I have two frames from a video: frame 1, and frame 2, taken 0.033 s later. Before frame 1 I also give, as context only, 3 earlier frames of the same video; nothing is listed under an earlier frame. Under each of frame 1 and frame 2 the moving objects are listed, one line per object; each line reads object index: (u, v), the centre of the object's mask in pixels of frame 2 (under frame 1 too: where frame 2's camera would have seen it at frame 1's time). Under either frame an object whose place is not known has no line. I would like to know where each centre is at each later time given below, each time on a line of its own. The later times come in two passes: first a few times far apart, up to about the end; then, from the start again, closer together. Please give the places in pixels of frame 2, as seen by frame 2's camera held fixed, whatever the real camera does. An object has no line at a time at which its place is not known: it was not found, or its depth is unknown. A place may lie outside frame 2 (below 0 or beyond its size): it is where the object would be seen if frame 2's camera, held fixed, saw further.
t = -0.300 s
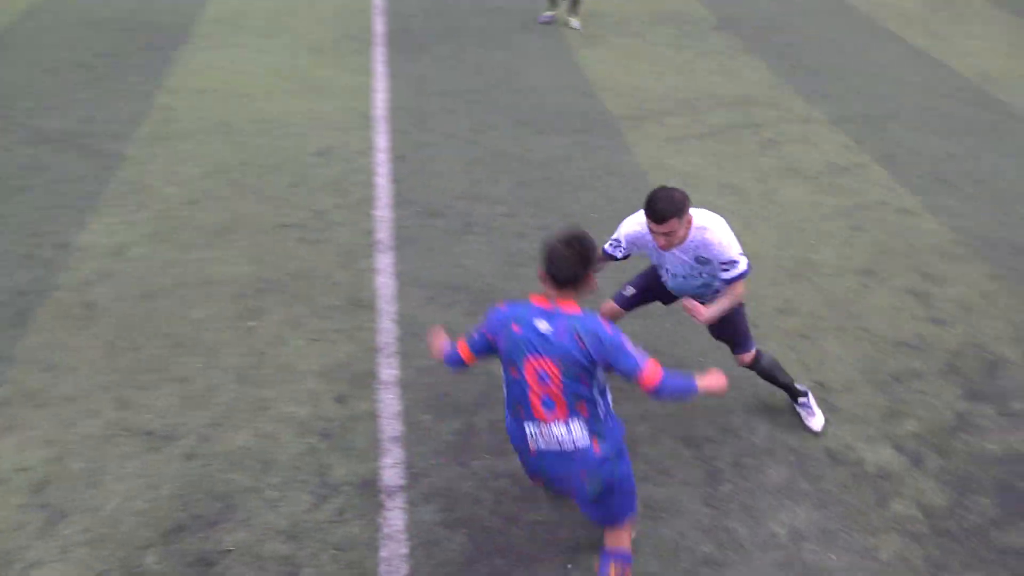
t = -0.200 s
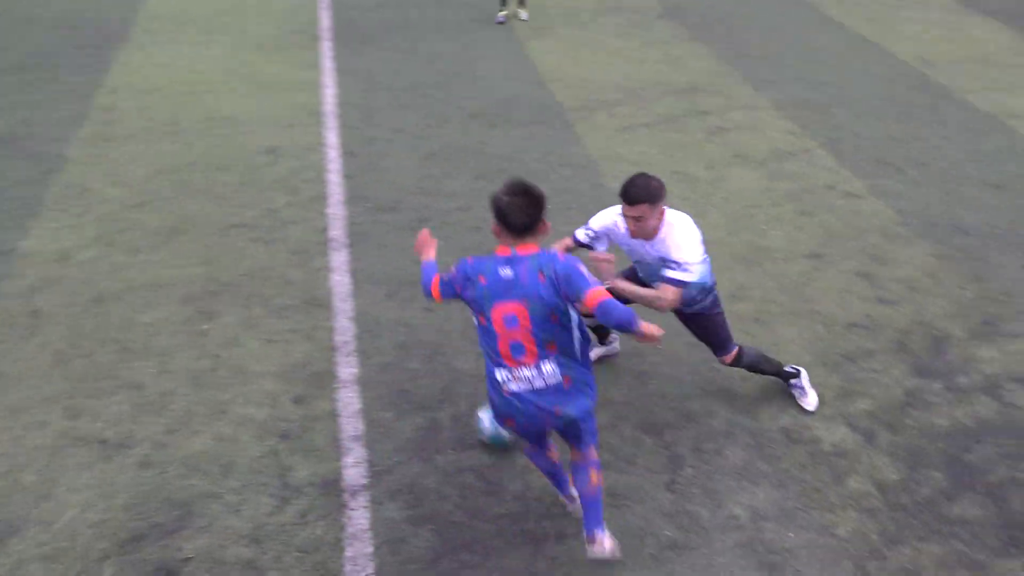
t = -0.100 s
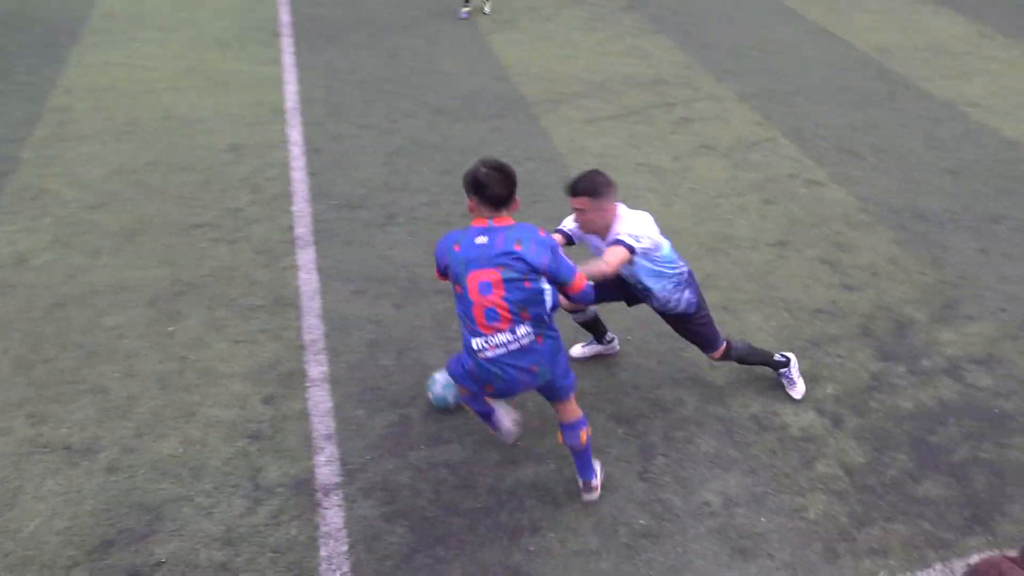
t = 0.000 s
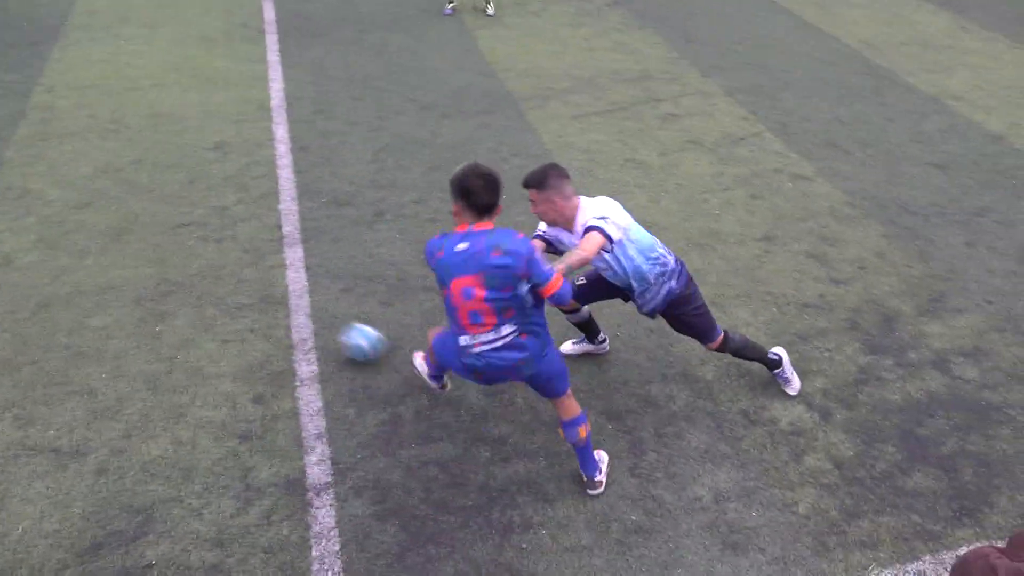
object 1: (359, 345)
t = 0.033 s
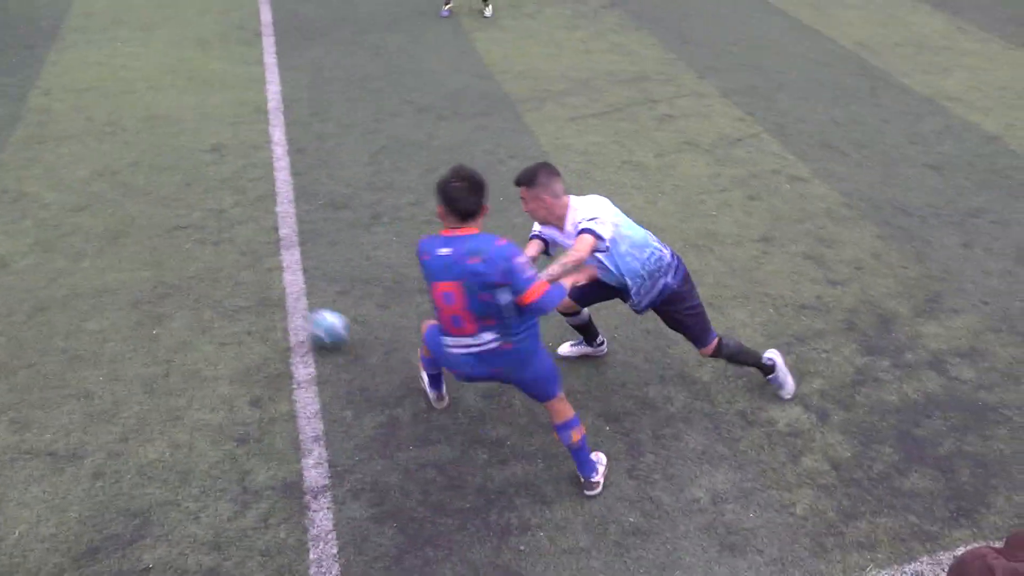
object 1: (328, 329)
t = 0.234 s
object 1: (178, 256)
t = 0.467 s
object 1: (62, 196)
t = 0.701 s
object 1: (-26, 149)
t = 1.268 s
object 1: (-189, 64)
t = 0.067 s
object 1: (298, 314)
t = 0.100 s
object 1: (270, 302)
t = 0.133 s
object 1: (245, 289)
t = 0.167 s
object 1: (221, 278)
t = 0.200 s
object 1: (199, 266)
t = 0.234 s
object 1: (178, 256)
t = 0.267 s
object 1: (159, 247)
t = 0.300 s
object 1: (141, 236)
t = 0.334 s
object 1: (123, 228)
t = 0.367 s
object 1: (107, 220)
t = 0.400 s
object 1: (92, 211)
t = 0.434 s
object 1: (77, 205)
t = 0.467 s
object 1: (62, 196)
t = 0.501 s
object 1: (48, 188)
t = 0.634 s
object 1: (-3, 161)
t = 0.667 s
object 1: (-15, 155)
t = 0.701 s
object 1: (-26, 149)
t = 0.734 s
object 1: (-38, 143)
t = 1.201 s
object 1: (-173, 73)
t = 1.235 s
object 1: (-182, 68)
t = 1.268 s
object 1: (-189, 64)
